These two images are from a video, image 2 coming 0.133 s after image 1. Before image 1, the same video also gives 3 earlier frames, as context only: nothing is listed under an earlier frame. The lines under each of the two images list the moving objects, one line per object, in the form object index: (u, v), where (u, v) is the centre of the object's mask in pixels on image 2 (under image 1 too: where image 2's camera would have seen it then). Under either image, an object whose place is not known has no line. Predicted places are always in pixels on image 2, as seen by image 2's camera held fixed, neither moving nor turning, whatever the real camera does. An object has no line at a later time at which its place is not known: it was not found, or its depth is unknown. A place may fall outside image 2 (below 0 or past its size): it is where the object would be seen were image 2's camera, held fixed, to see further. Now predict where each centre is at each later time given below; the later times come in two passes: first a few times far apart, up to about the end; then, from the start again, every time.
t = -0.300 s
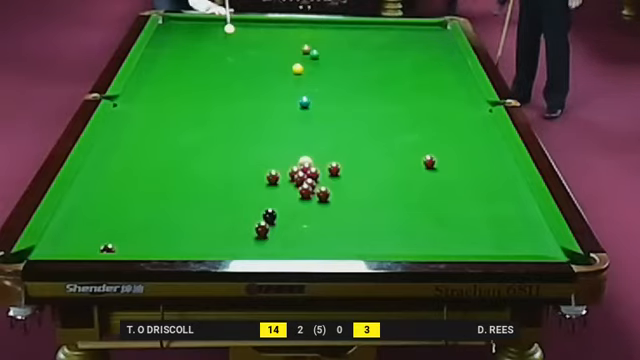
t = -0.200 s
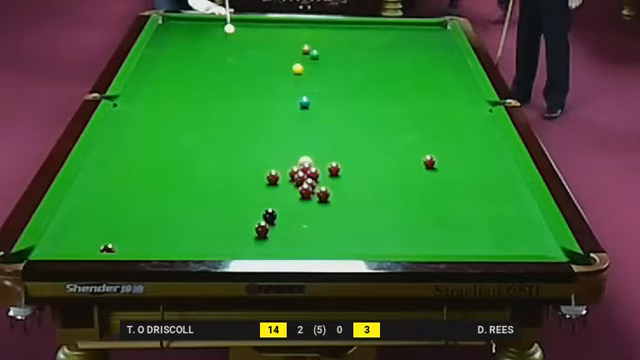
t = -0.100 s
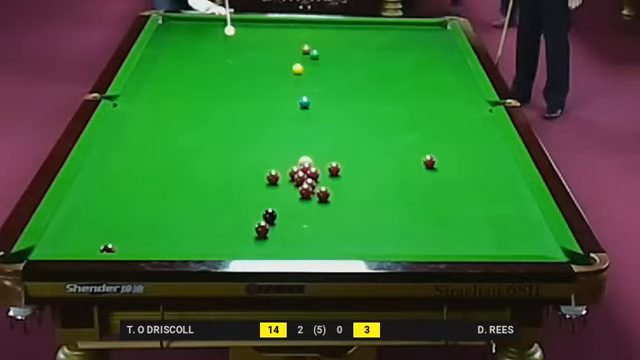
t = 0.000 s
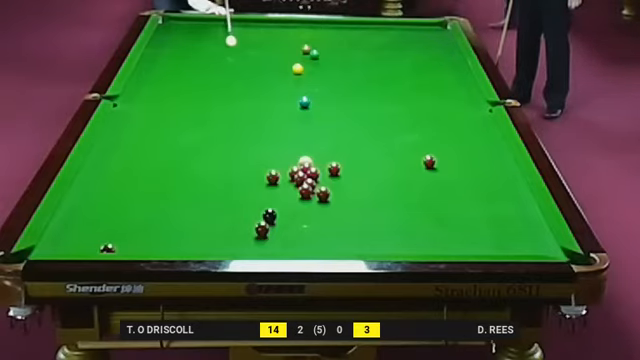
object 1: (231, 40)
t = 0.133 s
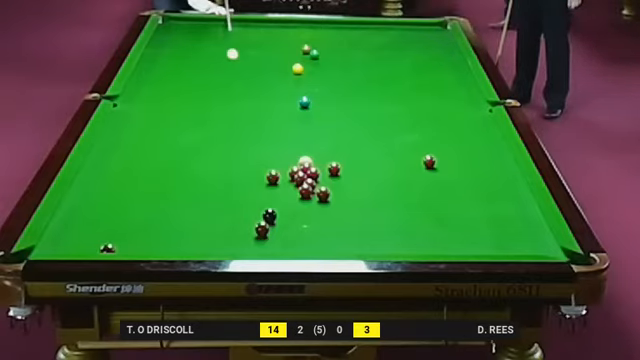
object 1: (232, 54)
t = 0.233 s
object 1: (233, 64)
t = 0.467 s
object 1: (236, 91)
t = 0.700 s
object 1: (240, 123)
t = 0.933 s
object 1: (243, 160)
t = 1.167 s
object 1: (248, 205)
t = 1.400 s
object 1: (216, 246)
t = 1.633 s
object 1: (189, 225)
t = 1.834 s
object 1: (169, 204)
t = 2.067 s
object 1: (149, 181)
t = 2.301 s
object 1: (131, 162)
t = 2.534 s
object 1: (113, 144)
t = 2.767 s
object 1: (111, 130)
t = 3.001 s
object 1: (131, 119)
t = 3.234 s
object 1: (148, 108)
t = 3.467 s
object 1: (164, 99)
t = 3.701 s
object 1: (178, 90)
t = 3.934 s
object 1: (191, 82)
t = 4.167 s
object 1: (203, 75)
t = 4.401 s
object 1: (214, 68)
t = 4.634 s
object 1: (224, 62)
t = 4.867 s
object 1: (232, 56)
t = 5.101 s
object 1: (241, 51)
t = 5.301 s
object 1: (248, 47)
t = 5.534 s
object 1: (255, 42)
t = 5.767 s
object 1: (261, 38)
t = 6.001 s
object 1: (268, 34)
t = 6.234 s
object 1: (273, 31)
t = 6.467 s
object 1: (278, 28)
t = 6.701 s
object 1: (283, 25)
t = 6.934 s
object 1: (287, 22)
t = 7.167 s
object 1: (291, 21)
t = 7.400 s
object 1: (293, 22)
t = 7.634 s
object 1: (295, 24)
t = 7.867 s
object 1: (296, 26)
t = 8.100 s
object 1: (297, 26)
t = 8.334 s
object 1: (299, 28)
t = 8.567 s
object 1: (299, 28)
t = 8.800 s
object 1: (300, 29)
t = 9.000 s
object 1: (300, 29)
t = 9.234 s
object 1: (300, 29)
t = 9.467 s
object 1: (300, 29)
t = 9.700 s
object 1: (300, 29)
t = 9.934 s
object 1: (300, 29)
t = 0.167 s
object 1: (232, 57)
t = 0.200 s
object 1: (233, 60)
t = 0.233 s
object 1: (233, 64)
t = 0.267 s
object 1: (233, 67)
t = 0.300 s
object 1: (234, 71)
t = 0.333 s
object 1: (235, 75)
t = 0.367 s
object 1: (235, 79)
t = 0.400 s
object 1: (235, 83)
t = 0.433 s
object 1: (236, 87)
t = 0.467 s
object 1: (236, 91)
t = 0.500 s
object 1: (237, 95)
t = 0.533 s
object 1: (237, 100)
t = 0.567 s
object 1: (238, 104)
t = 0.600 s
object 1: (238, 108)
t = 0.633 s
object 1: (239, 113)
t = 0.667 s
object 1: (239, 118)
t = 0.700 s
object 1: (240, 123)
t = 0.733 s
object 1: (240, 128)
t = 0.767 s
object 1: (241, 133)
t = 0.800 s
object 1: (241, 138)
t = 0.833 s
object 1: (242, 143)
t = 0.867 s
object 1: (242, 148)
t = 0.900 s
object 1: (243, 154)
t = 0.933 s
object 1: (243, 160)
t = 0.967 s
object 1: (244, 166)
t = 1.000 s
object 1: (245, 172)
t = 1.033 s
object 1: (245, 178)
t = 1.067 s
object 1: (246, 184)
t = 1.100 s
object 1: (246, 191)
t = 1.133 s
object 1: (247, 198)
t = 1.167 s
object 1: (248, 205)
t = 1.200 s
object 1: (248, 212)
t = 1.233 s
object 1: (249, 219)
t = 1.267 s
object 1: (247, 226)
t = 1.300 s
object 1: (238, 231)
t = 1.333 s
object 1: (231, 237)
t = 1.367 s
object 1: (223, 242)
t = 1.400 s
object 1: (216, 246)
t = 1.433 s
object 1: (210, 249)
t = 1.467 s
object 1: (206, 245)
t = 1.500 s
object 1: (202, 242)
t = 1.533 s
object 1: (199, 237)
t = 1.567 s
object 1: (195, 233)
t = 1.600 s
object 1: (192, 229)
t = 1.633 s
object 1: (189, 225)
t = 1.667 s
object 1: (185, 221)
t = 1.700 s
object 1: (182, 218)
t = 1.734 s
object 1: (179, 214)
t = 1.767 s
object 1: (175, 210)
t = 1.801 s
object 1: (172, 207)
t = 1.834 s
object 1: (169, 204)
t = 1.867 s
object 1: (166, 200)
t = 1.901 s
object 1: (163, 197)
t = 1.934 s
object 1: (160, 194)
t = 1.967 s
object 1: (157, 191)
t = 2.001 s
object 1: (154, 187)
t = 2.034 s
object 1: (152, 184)
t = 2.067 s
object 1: (149, 181)
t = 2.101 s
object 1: (146, 178)
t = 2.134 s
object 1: (144, 175)
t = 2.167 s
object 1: (141, 173)
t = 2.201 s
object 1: (138, 170)
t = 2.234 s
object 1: (136, 167)
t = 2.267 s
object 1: (133, 165)
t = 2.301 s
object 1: (131, 162)
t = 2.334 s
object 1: (128, 159)
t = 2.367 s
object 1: (126, 156)
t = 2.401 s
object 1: (123, 154)
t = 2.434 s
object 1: (121, 152)
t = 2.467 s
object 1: (118, 149)
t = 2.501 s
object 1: (116, 147)
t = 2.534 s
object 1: (113, 144)
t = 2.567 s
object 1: (111, 142)
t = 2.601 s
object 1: (109, 140)
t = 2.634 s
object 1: (107, 137)
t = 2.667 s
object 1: (105, 135)
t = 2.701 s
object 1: (105, 133)
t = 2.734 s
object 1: (108, 131)
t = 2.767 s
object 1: (111, 130)
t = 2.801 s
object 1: (114, 128)
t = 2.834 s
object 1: (117, 127)
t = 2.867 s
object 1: (120, 125)
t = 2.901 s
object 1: (123, 123)
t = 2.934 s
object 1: (125, 122)
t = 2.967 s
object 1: (128, 120)
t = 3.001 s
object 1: (131, 119)
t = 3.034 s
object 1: (133, 117)
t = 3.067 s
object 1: (136, 115)
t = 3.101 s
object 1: (138, 114)
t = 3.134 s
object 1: (141, 112)
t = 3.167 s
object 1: (143, 111)
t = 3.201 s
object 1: (146, 110)
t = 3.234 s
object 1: (148, 108)
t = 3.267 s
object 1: (150, 107)
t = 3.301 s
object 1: (153, 105)
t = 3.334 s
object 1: (155, 104)
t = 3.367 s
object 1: (157, 102)
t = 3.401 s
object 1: (159, 101)
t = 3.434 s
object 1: (162, 100)
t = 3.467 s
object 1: (164, 99)
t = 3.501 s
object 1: (166, 97)
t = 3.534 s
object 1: (168, 96)
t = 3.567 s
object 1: (170, 95)
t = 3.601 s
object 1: (172, 94)
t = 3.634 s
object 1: (174, 93)
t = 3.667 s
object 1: (176, 91)
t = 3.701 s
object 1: (178, 90)
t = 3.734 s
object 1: (180, 89)
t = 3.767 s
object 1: (182, 88)
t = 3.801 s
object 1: (184, 87)
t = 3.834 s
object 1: (186, 86)
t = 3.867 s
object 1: (188, 84)
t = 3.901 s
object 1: (189, 83)
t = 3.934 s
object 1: (191, 82)
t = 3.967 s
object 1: (193, 81)
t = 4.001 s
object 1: (195, 80)
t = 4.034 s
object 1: (196, 79)
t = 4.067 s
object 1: (198, 78)
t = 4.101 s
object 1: (200, 77)
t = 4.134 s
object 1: (201, 76)
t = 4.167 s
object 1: (203, 75)
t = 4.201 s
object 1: (204, 74)
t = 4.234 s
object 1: (206, 73)
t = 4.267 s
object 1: (208, 72)
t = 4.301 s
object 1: (209, 71)
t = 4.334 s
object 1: (211, 70)
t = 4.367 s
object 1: (212, 69)
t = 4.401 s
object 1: (214, 68)
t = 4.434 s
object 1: (215, 67)
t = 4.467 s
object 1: (217, 66)
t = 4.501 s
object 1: (218, 65)
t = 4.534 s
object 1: (219, 65)
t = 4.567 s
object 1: (221, 64)
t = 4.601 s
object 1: (222, 63)
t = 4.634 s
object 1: (224, 62)
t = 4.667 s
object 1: (225, 61)
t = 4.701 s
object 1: (226, 60)
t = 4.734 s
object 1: (228, 59)
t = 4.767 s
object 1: (229, 59)
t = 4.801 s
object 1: (230, 58)
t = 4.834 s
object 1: (231, 57)
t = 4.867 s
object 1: (232, 56)
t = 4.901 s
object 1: (234, 55)
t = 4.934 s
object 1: (235, 55)
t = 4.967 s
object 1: (236, 54)
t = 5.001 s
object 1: (237, 53)
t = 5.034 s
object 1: (239, 52)
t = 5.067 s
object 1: (240, 52)
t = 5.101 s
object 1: (241, 51)
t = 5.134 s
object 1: (242, 50)
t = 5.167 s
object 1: (243, 50)
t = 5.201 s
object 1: (244, 49)
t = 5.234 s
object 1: (245, 49)
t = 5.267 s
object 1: (247, 48)
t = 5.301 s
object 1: (248, 47)
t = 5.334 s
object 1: (249, 46)
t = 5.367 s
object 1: (250, 46)
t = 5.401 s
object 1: (251, 45)
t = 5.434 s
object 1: (252, 44)
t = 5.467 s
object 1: (253, 44)
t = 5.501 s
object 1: (254, 43)
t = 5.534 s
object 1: (255, 42)
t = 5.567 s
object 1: (256, 42)
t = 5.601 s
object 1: (257, 41)
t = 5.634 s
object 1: (257, 41)
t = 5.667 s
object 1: (259, 40)
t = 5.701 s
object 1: (260, 39)
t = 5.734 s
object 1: (260, 39)
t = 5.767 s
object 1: (261, 38)
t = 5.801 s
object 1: (262, 38)
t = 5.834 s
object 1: (263, 37)
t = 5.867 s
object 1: (264, 37)
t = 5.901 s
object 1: (265, 36)
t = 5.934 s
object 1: (266, 36)
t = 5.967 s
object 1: (267, 35)
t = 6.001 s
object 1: (268, 34)
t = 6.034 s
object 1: (268, 34)
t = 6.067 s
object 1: (269, 33)
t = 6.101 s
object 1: (270, 33)
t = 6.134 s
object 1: (271, 33)
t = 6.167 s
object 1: (272, 32)
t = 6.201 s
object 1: (272, 31)
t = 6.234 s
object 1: (273, 31)
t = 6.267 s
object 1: (274, 31)
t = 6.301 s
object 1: (275, 30)
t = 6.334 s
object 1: (276, 30)
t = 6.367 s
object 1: (276, 29)
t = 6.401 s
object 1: (277, 29)
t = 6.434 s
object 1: (278, 28)
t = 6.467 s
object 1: (278, 28)
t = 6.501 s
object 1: (279, 28)
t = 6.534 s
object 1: (280, 27)
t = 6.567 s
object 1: (280, 27)
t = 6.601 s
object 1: (281, 26)
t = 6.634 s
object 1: (282, 26)
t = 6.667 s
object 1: (282, 26)
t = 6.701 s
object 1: (283, 25)
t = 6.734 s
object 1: (284, 24)
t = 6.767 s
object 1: (284, 24)
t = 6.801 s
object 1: (285, 24)
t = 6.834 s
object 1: (286, 23)
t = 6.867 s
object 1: (286, 23)
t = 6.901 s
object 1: (287, 23)
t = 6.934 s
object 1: (287, 22)
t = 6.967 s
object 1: (288, 22)
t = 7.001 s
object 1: (288, 21)
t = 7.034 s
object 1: (289, 21)
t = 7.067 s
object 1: (290, 21)
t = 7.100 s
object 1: (290, 21)
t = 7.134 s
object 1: (291, 21)
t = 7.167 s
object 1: (291, 21)
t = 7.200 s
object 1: (291, 21)
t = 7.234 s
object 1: (291, 21)
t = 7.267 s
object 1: (292, 21)
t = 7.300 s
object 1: (292, 22)
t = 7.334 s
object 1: (292, 22)
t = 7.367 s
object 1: (293, 22)
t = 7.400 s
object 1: (293, 22)
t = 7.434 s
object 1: (293, 23)
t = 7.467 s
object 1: (294, 23)
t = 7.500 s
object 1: (294, 23)
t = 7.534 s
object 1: (294, 24)
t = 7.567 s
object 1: (295, 24)
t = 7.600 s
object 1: (295, 24)
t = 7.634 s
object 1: (295, 24)
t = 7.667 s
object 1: (295, 24)
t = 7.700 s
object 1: (295, 24)
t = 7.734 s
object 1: (296, 25)
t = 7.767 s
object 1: (296, 25)
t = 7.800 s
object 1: (296, 25)
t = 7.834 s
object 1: (296, 25)
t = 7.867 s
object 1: (296, 26)
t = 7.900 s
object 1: (297, 26)
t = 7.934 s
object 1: (297, 26)
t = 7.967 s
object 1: (297, 26)
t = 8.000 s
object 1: (297, 26)
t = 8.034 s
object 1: (297, 26)
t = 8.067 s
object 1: (297, 26)
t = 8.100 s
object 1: (297, 26)
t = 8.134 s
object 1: (298, 27)
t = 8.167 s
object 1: (298, 27)
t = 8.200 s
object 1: (298, 27)
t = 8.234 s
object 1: (298, 28)
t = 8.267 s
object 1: (298, 28)
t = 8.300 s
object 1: (299, 28)
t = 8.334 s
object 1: (299, 28)
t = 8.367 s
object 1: (299, 28)
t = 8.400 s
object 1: (299, 28)
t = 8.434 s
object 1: (299, 28)
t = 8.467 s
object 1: (299, 28)
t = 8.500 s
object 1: (299, 28)
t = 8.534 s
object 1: (299, 28)
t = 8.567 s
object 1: (299, 28)
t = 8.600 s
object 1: (300, 29)
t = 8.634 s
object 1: (300, 29)
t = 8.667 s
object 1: (300, 29)
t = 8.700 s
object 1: (300, 29)
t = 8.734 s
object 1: (300, 29)
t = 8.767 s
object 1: (300, 29)
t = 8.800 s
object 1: (300, 29)
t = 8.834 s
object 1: (300, 29)
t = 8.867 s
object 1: (300, 29)
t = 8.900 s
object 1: (300, 29)
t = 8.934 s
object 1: (300, 29)
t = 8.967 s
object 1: (300, 29)
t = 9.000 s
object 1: (300, 29)
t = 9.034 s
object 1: (300, 29)
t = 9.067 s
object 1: (300, 29)
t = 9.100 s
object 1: (300, 29)
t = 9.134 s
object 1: (300, 29)
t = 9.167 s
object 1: (300, 29)
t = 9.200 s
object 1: (300, 29)
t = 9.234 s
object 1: (300, 29)
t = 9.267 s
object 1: (300, 29)
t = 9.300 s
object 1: (300, 29)
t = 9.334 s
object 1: (300, 29)
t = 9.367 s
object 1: (300, 29)
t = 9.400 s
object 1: (300, 29)
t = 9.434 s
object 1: (300, 29)
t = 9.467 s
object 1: (300, 29)
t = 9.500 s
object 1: (300, 29)
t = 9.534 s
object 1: (300, 29)
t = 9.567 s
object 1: (300, 29)
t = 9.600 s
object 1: (300, 29)
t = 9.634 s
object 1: (300, 29)
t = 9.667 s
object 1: (300, 29)
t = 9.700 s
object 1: (300, 29)
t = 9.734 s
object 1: (300, 29)
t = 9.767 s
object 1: (300, 29)
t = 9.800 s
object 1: (300, 29)
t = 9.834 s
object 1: (300, 29)
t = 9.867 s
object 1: (300, 29)
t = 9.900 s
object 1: (300, 29)
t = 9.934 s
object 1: (300, 29)
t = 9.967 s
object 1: (300, 29)
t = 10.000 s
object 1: (300, 29)
